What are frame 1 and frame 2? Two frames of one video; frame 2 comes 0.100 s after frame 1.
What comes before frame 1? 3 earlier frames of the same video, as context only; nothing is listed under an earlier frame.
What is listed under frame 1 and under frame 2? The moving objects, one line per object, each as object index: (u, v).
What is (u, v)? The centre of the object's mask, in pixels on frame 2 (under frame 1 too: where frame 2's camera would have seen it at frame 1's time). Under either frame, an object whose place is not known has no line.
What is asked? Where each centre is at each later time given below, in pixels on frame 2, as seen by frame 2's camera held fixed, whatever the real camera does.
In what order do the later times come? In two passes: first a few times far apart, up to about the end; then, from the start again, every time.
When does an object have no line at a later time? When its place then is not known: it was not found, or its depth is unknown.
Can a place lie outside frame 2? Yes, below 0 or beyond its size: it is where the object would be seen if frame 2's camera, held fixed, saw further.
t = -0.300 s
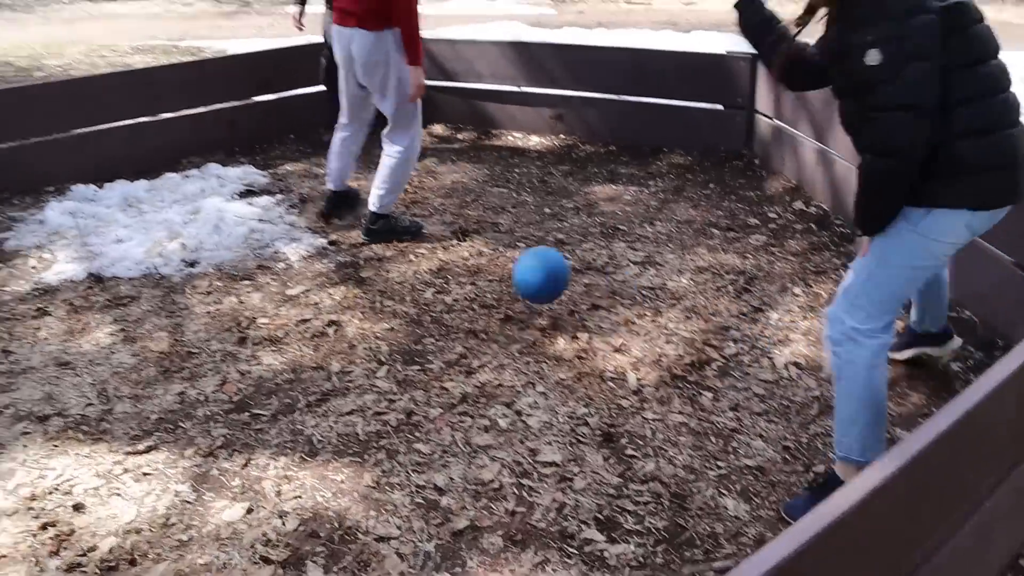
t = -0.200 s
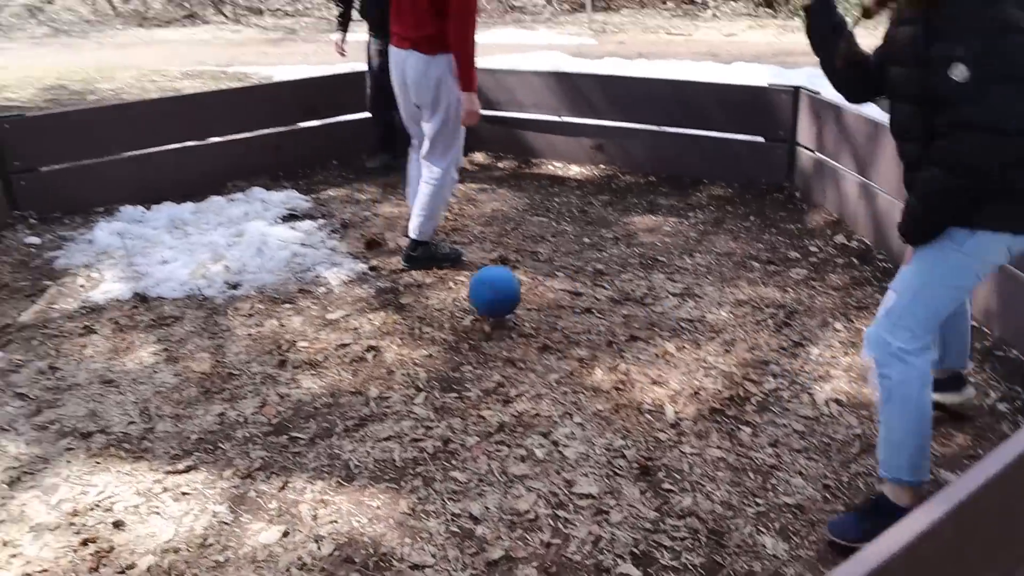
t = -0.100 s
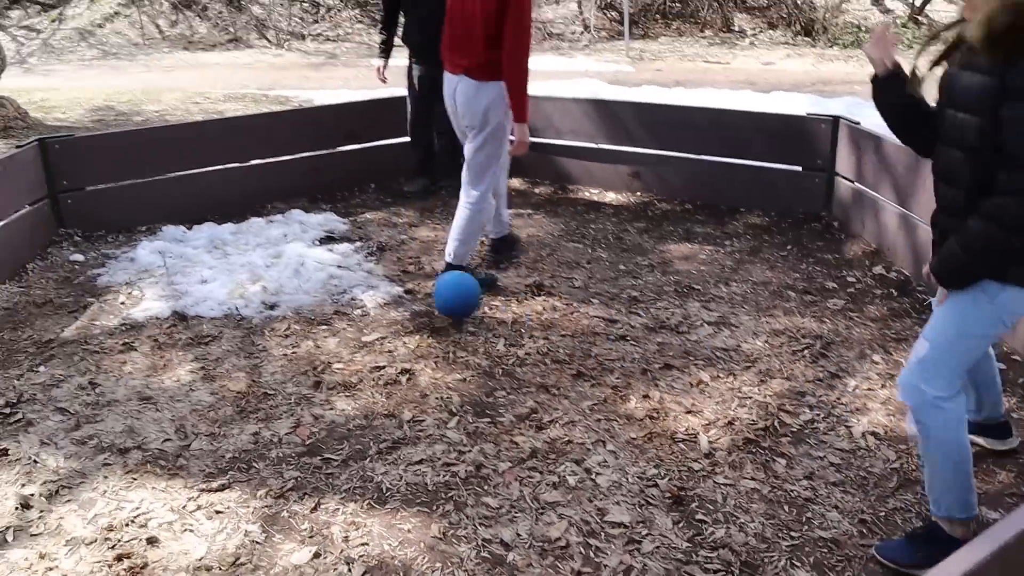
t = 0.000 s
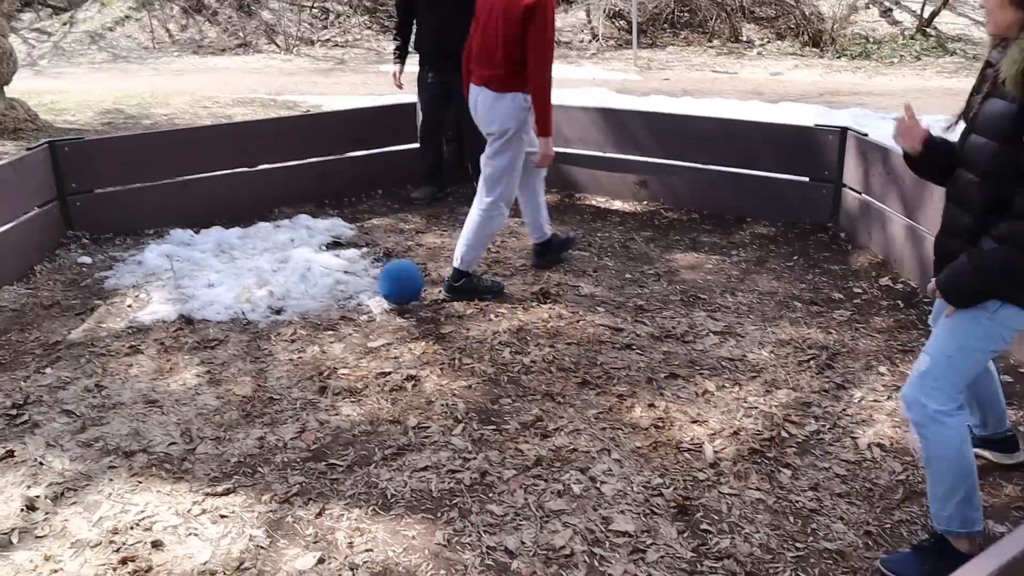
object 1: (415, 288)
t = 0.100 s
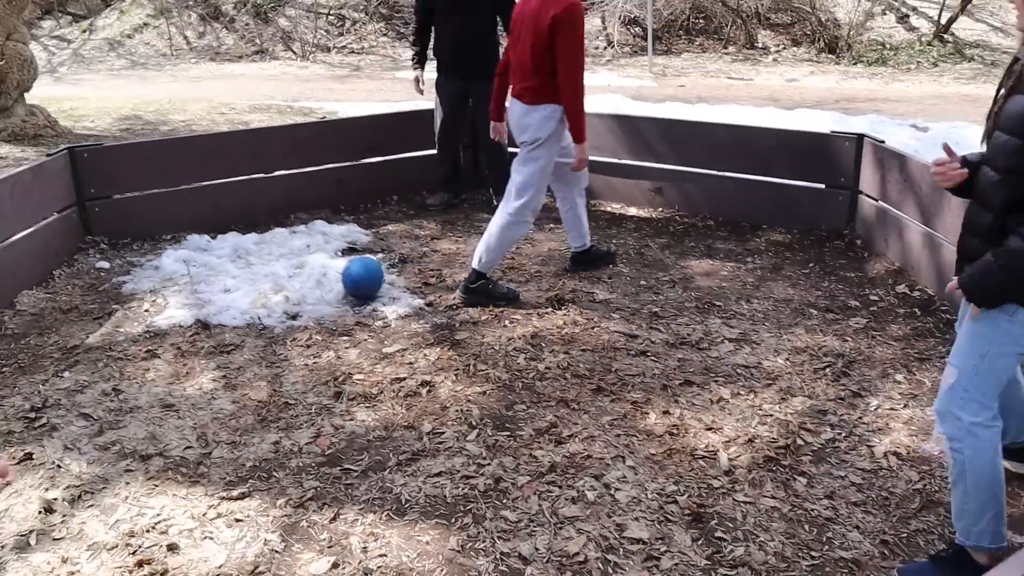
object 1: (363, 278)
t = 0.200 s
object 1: (318, 250)
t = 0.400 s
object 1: (249, 227)
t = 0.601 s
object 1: (190, 199)
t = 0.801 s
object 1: (162, 221)
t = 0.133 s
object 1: (347, 268)
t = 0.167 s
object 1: (332, 258)
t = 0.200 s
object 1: (318, 250)
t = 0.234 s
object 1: (305, 245)
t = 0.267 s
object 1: (294, 241)
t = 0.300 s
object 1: (281, 240)
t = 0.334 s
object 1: (270, 241)
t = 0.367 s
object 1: (260, 238)
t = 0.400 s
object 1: (249, 227)
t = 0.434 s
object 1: (238, 217)
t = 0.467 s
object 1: (228, 211)
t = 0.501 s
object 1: (218, 205)
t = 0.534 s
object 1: (208, 201)
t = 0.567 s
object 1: (198, 200)
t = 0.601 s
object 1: (190, 199)
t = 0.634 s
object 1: (181, 202)
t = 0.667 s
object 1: (175, 205)
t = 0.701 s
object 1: (171, 206)
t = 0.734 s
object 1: (168, 209)
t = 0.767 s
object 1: (165, 214)
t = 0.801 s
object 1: (162, 221)
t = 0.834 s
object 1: (159, 230)
